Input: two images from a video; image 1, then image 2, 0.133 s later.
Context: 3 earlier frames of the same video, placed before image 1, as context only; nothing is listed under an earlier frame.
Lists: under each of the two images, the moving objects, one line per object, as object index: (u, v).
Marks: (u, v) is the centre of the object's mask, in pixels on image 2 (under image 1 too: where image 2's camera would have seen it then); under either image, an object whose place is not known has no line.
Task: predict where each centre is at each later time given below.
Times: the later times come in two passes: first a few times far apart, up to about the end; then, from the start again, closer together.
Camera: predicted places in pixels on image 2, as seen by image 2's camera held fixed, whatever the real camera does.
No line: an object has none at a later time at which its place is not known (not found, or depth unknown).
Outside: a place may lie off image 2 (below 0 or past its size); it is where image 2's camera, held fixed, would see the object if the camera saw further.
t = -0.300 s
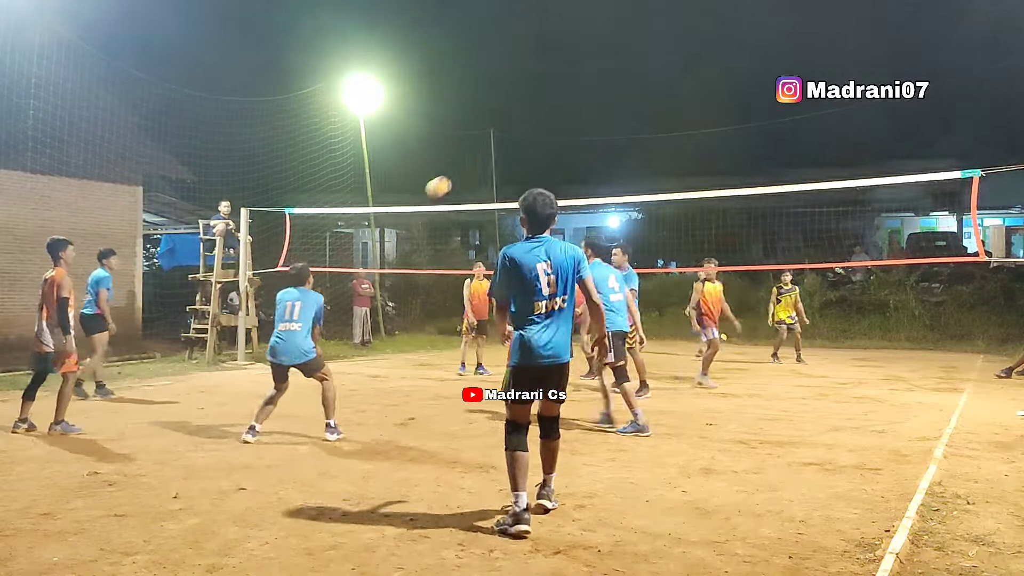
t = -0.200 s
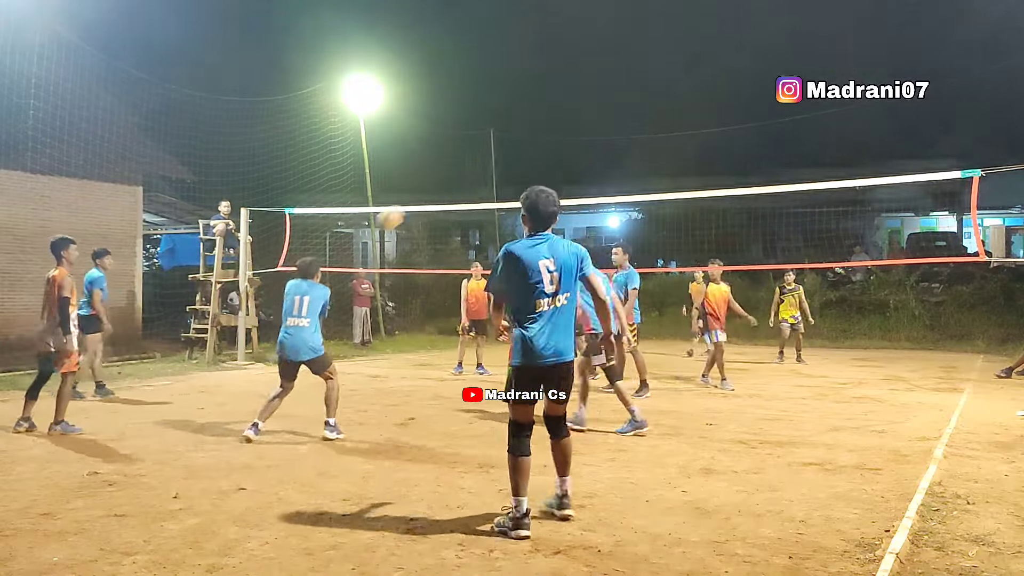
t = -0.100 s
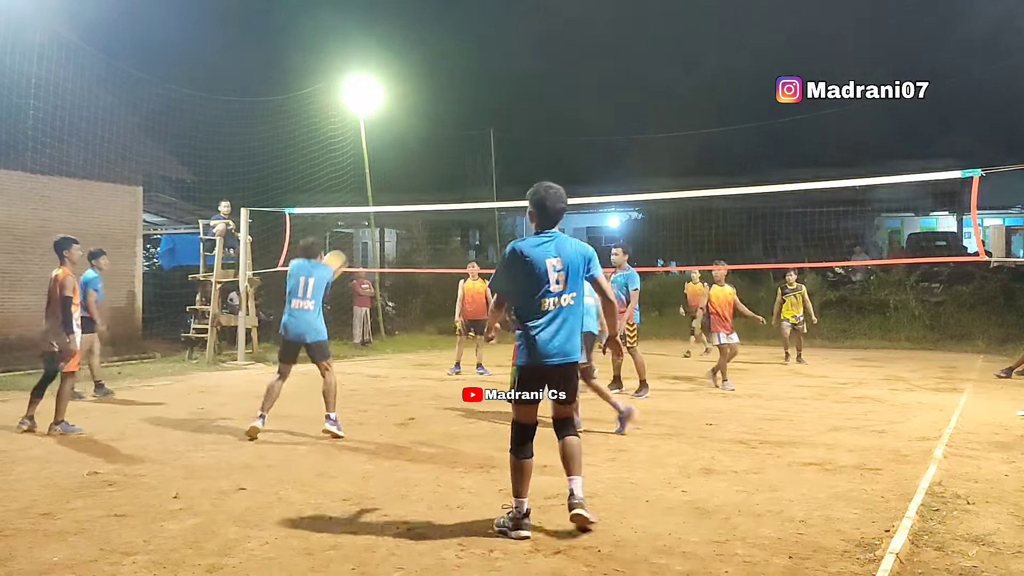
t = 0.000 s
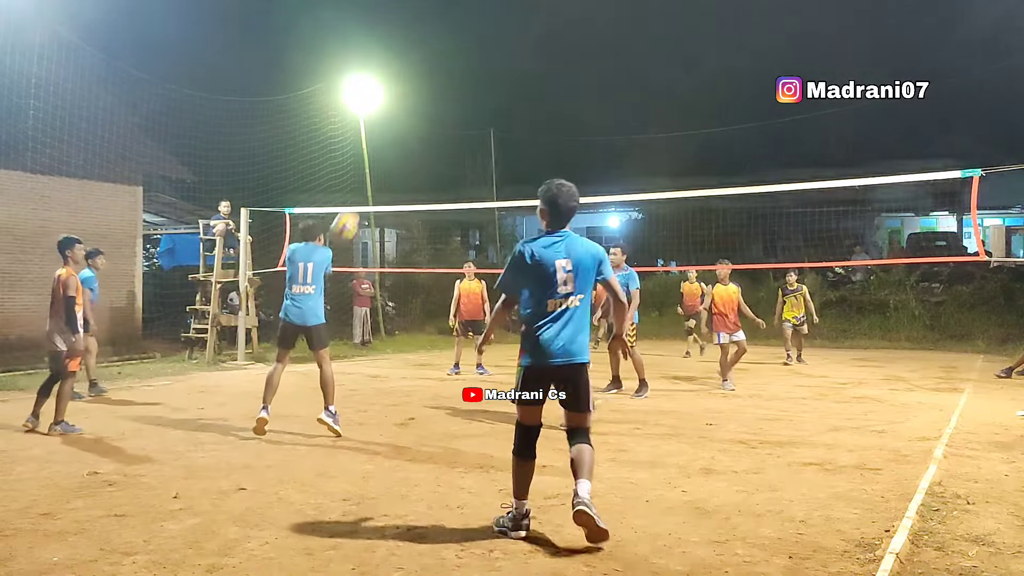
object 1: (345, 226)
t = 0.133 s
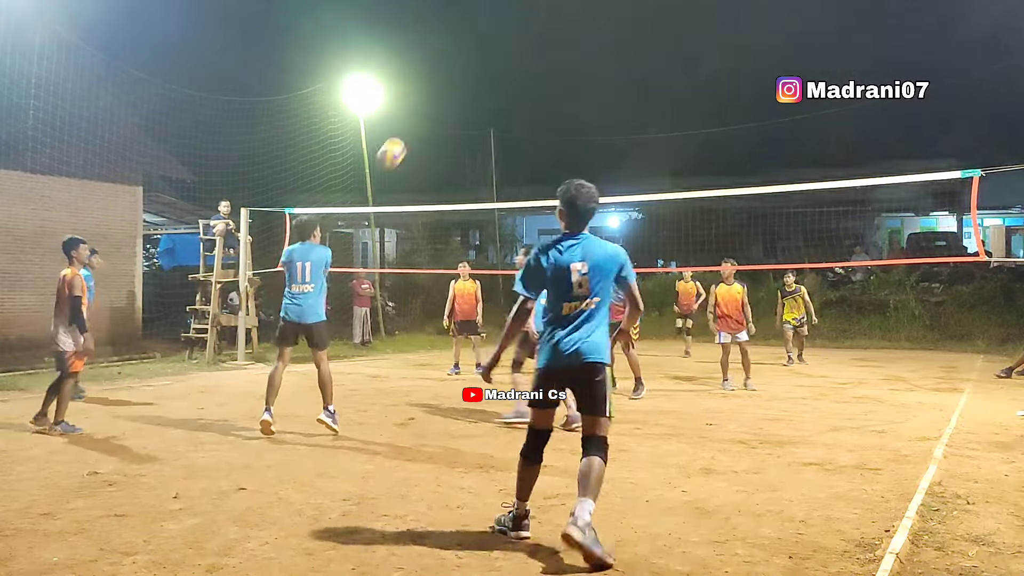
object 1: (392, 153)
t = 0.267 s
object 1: (436, 102)
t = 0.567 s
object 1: (525, 58)
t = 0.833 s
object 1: (597, 93)
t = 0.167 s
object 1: (403, 138)
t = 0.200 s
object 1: (414, 126)
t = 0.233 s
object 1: (425, 114)
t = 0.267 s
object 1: (436, 102)
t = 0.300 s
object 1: (446, 93)
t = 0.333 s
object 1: (456, 85)
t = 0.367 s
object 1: (467, 77)
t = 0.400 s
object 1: (477, 71)
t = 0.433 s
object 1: (487, 66)
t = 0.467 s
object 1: (497, 63)
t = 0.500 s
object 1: (506, 60)
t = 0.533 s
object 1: (515, 59)
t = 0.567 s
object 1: (525, 58)
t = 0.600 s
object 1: (534, 59)
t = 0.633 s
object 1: (544, 61)
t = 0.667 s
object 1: (553, 64)
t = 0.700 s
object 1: (561, 67)
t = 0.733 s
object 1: (570, 72)
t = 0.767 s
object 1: (579, 79)
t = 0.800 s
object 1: (588, 85)
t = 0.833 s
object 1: (597, 93)
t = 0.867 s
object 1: (605, 102)
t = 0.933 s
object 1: (622, 123)
